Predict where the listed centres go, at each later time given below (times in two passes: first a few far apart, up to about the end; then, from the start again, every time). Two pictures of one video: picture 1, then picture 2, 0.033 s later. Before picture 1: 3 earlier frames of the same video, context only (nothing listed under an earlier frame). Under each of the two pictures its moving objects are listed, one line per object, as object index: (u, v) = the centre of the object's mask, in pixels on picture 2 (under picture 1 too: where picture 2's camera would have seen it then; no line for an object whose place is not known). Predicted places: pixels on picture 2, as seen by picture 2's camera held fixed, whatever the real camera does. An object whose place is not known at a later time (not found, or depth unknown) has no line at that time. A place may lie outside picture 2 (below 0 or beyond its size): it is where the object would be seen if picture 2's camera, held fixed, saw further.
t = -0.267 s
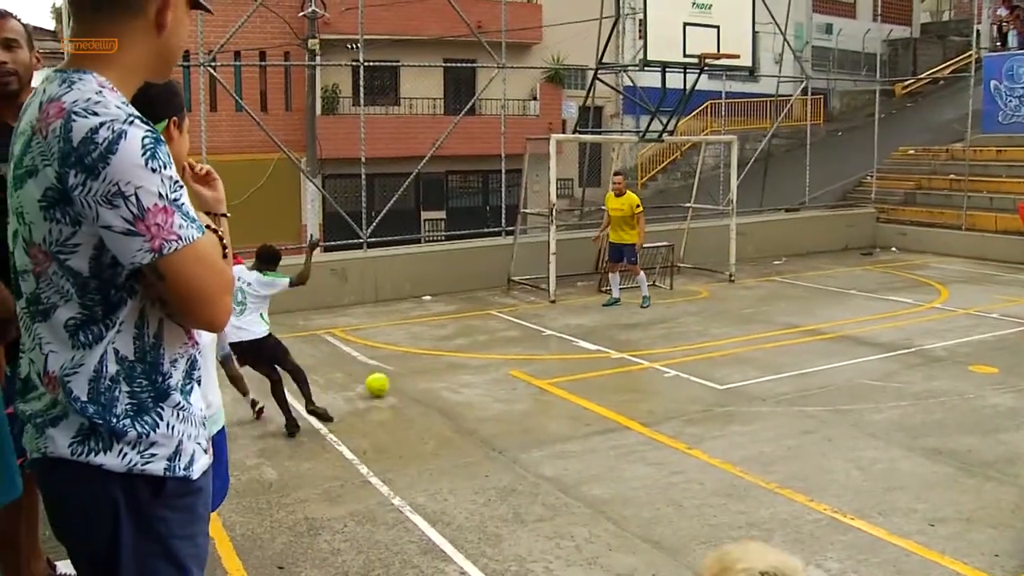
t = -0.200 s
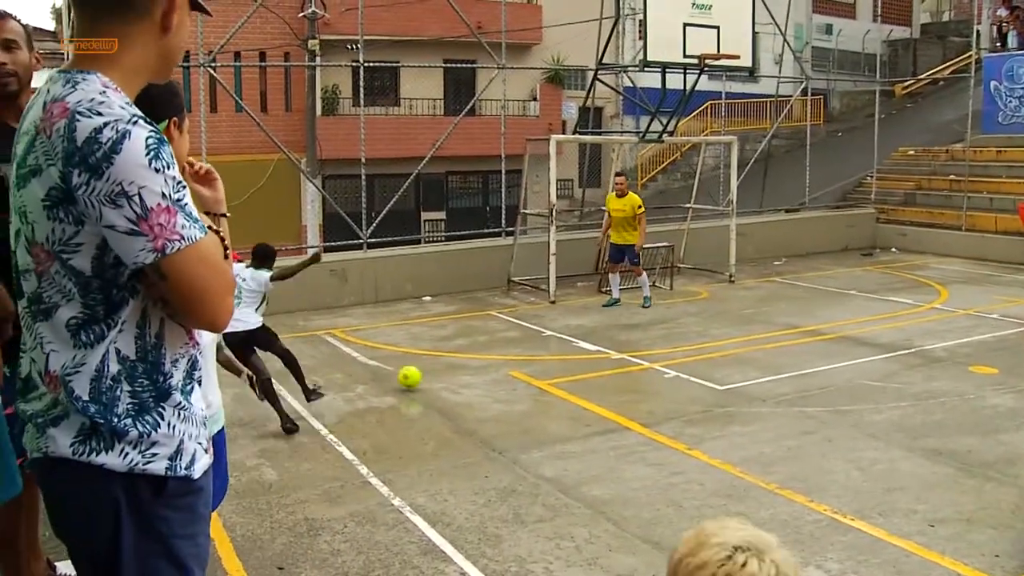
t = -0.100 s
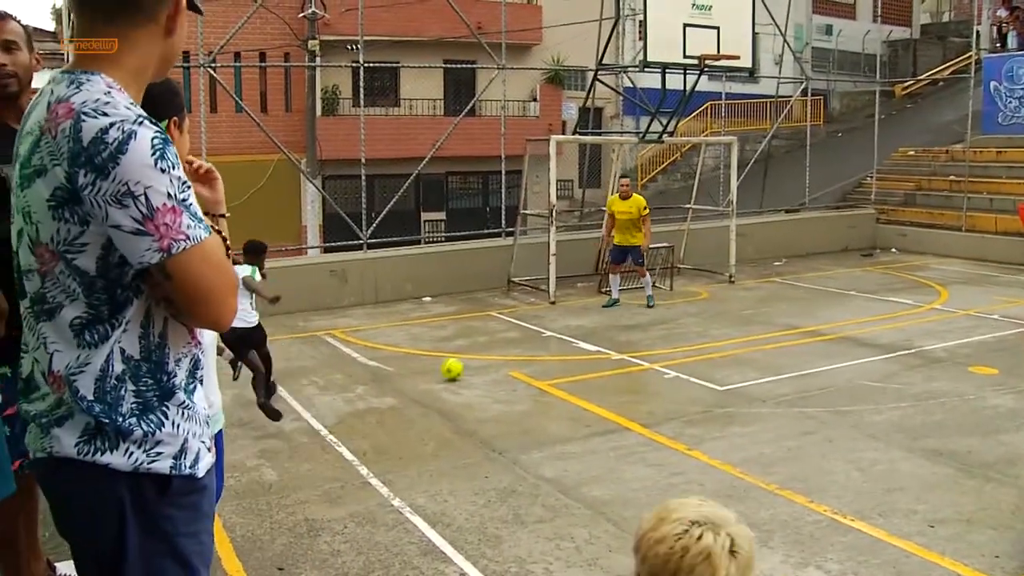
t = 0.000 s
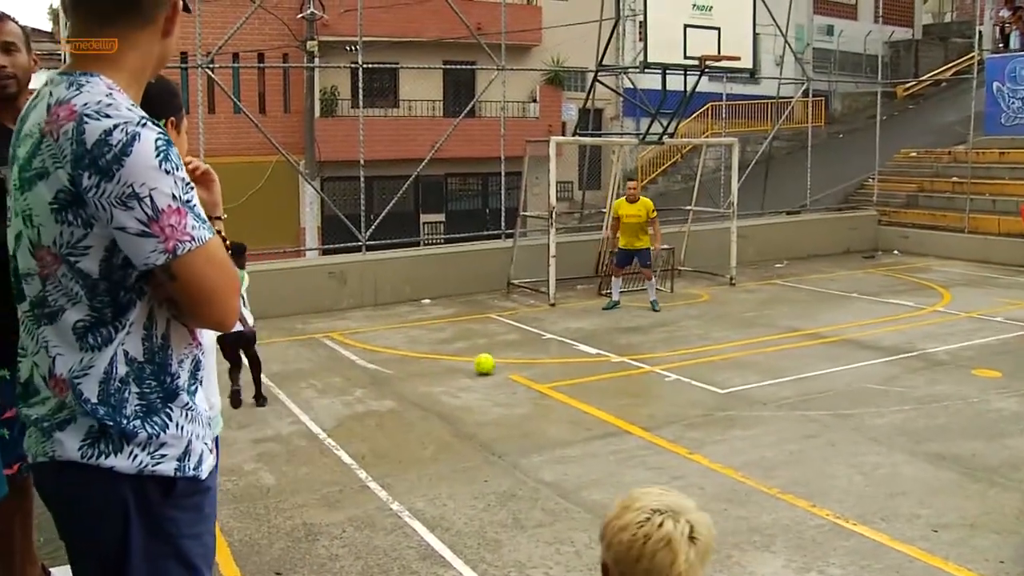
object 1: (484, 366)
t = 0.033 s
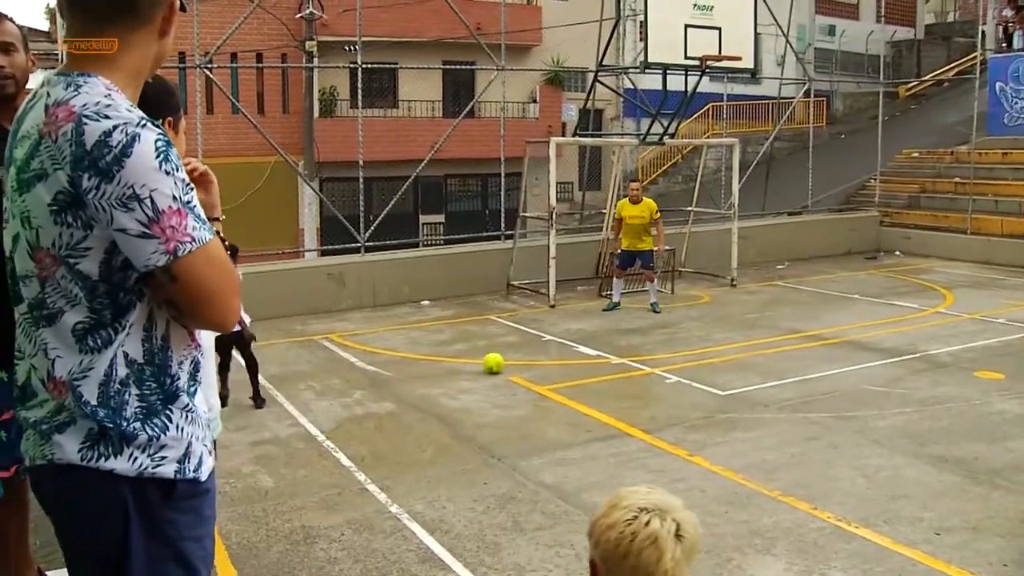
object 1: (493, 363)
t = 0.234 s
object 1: (538, 349)
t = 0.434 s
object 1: (574, 337)
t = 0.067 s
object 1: (502, 361)
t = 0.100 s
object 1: (509, 358)
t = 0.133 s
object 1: (517, 356)
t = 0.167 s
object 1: (523, 354)
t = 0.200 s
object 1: (531, 352)
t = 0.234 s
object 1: (538, 349)
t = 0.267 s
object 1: (544, 348)
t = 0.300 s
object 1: (550, 346)
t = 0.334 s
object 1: (557, 343)
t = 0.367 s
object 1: (563, 341)
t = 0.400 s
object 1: (569, 340)
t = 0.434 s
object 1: (574, 337)
